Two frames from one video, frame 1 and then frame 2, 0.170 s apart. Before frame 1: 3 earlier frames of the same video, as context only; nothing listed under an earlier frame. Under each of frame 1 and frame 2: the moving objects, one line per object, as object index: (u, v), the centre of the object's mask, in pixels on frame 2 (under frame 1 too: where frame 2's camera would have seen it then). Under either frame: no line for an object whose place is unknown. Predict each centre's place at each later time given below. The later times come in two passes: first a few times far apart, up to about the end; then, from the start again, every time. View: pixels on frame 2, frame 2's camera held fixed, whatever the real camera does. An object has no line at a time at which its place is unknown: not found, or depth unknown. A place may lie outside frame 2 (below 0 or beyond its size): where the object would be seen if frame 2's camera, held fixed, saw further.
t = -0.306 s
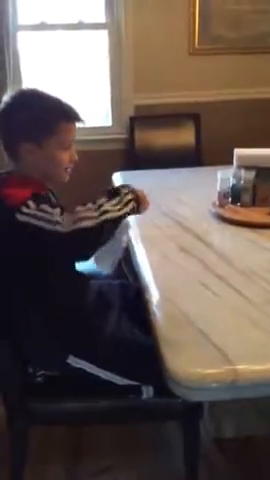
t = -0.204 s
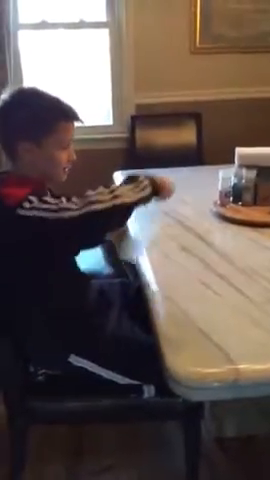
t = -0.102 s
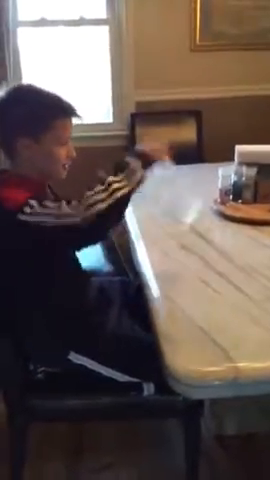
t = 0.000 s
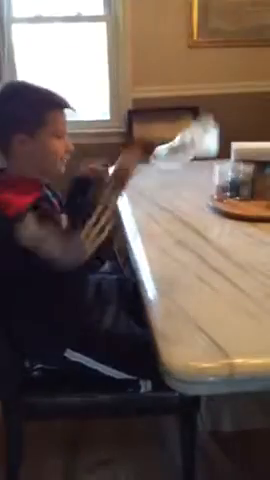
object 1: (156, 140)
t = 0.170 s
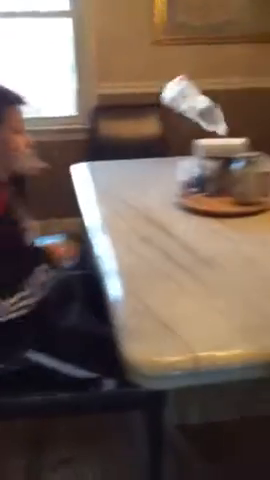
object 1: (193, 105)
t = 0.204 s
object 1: (198, 106)
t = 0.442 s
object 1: (212, 204)
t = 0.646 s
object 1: (220, 214)
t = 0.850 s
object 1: (221, 214)
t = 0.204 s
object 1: (198, 106)
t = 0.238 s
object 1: (201, 112)
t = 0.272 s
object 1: (202, 123)
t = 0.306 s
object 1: (201, 142)
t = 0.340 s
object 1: (204, 154)
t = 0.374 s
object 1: (202, 178)
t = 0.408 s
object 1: (207, 193)
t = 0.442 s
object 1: (212, 204)
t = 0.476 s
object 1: (212, 215)
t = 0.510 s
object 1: (216, 215)
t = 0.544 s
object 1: (217, 215)
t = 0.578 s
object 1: (218, 215)
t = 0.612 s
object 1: (219, 215)
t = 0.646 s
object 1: (220, 214)
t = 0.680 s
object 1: (220, 215)
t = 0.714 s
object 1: (220, 215)
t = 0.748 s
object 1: (220, 214)
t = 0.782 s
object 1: (221, 214)
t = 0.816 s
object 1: (221, 214)
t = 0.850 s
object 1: (221, 214)
